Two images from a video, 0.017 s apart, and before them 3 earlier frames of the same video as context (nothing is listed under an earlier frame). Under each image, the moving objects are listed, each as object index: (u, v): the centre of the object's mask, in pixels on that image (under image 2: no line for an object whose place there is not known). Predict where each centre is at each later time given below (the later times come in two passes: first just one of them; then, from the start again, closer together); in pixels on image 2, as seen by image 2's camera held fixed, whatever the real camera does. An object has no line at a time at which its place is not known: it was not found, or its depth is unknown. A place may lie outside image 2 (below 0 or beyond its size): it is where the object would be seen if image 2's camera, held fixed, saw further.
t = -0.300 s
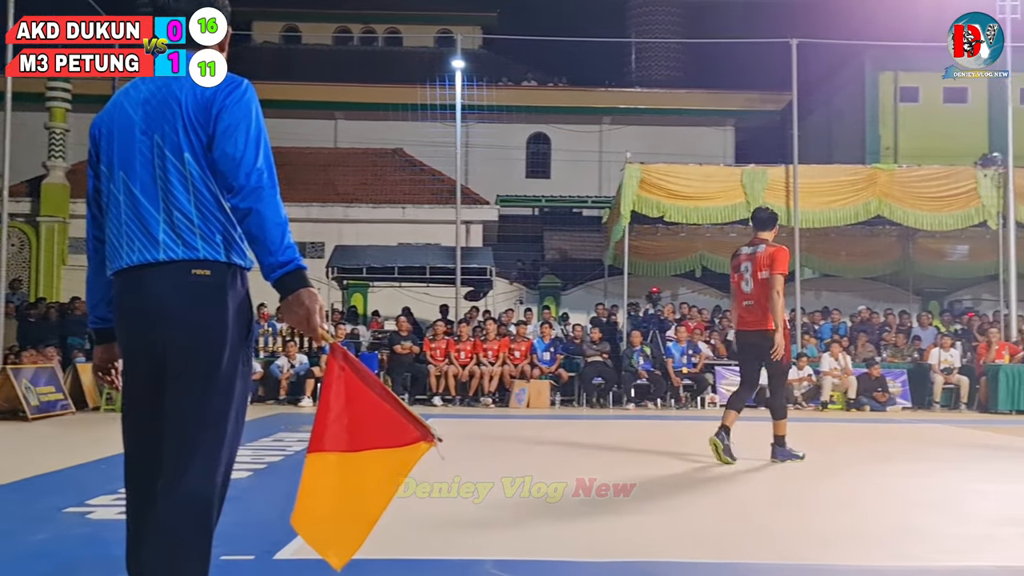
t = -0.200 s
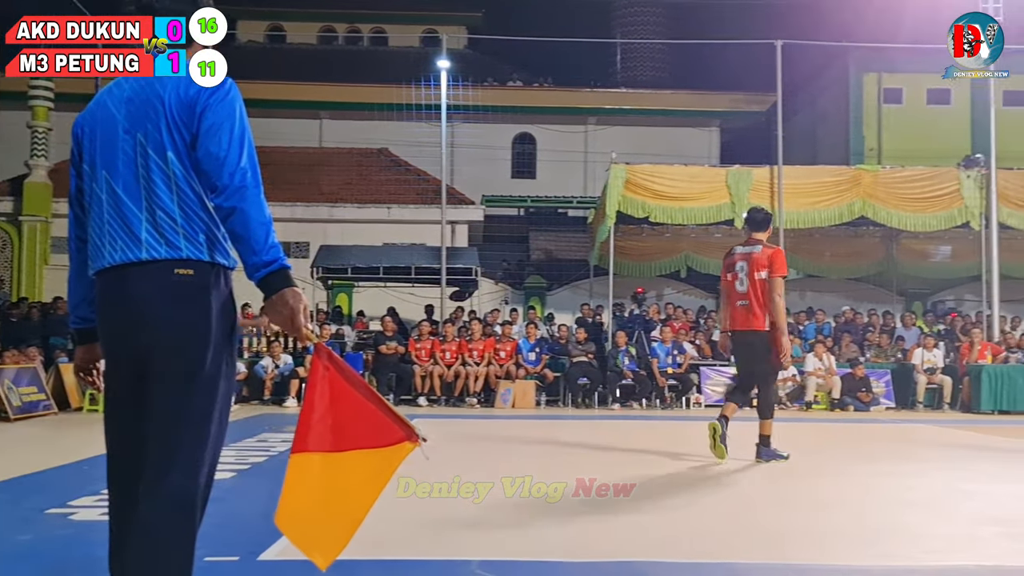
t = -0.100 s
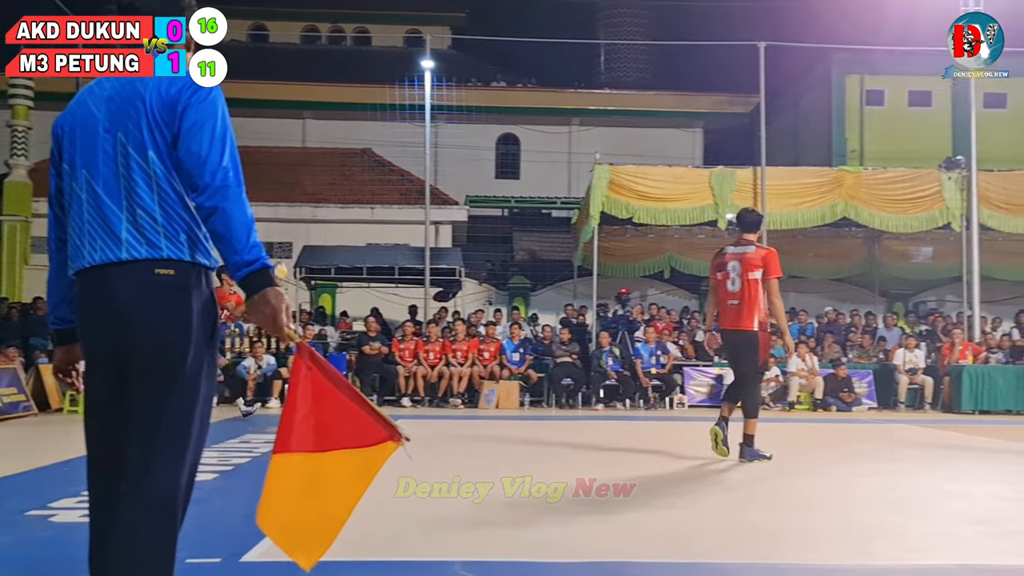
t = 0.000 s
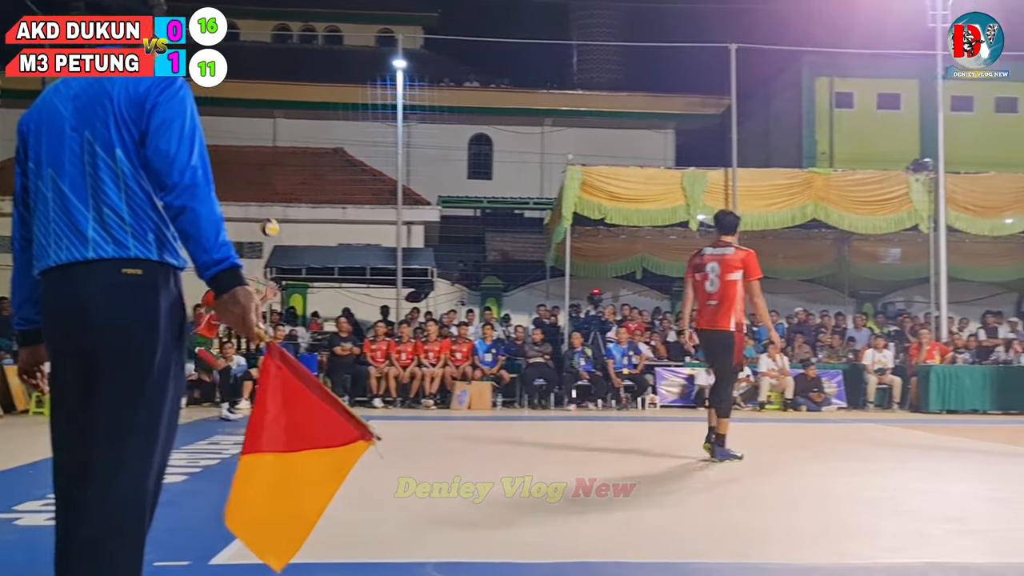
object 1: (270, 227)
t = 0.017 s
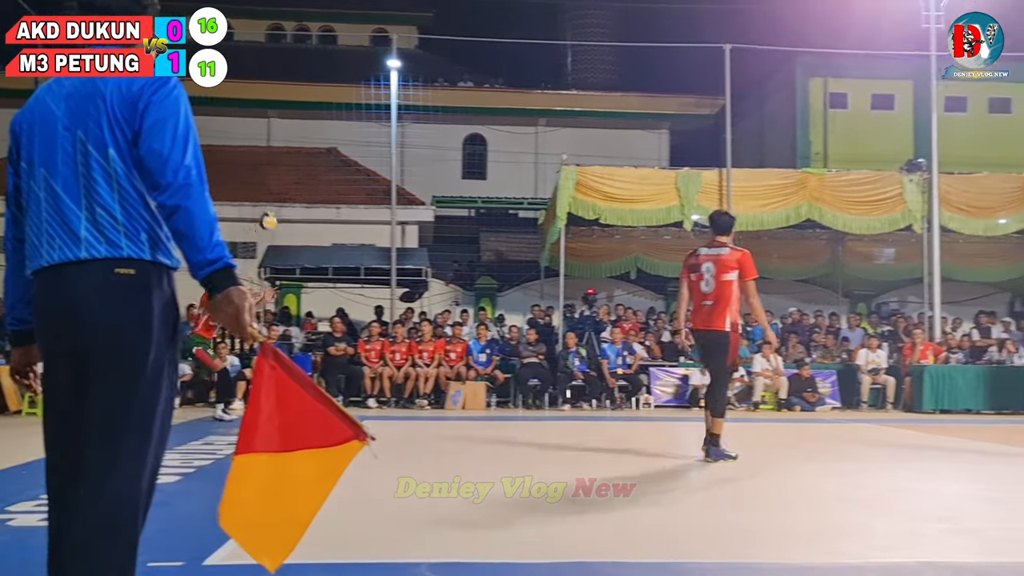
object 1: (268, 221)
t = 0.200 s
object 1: (307, 170)
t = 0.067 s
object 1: (278, 204)
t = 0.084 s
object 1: (282, 198)
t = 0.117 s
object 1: (289, 189)
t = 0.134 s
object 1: (292, 185)
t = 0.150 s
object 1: (297, 180)
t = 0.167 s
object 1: (299, 176)
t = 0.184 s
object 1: (303, 173)
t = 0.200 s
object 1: (307, 170)
